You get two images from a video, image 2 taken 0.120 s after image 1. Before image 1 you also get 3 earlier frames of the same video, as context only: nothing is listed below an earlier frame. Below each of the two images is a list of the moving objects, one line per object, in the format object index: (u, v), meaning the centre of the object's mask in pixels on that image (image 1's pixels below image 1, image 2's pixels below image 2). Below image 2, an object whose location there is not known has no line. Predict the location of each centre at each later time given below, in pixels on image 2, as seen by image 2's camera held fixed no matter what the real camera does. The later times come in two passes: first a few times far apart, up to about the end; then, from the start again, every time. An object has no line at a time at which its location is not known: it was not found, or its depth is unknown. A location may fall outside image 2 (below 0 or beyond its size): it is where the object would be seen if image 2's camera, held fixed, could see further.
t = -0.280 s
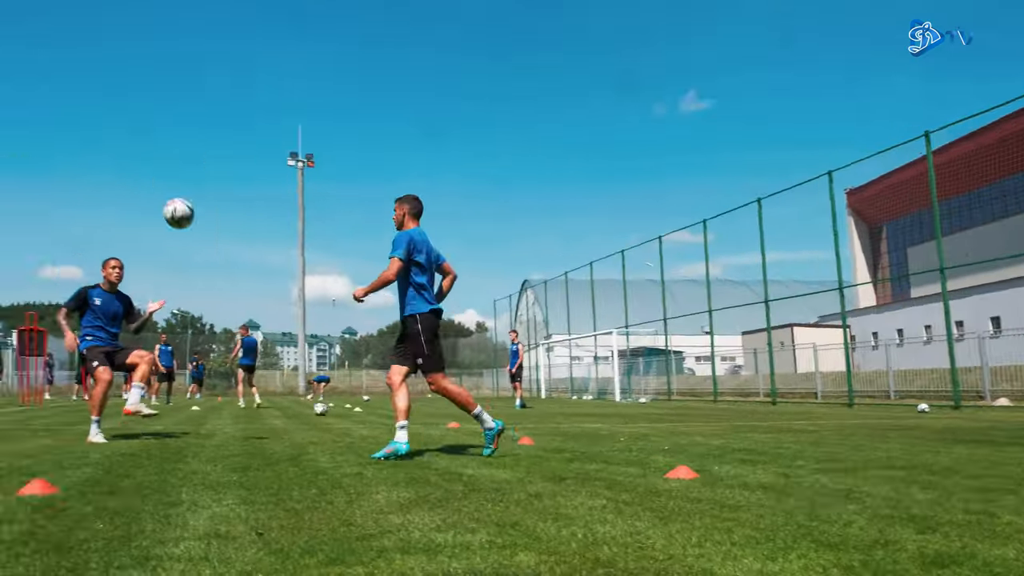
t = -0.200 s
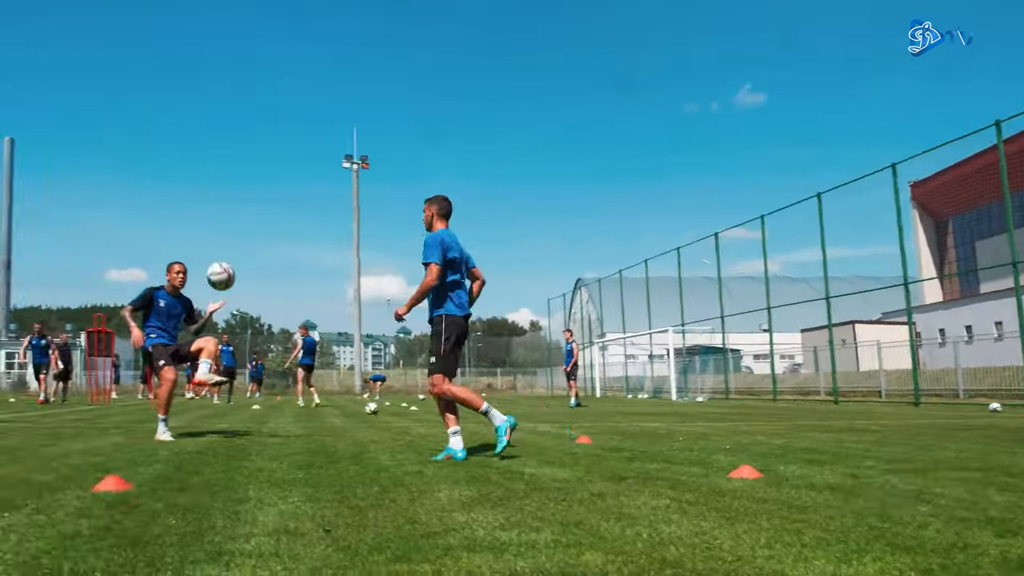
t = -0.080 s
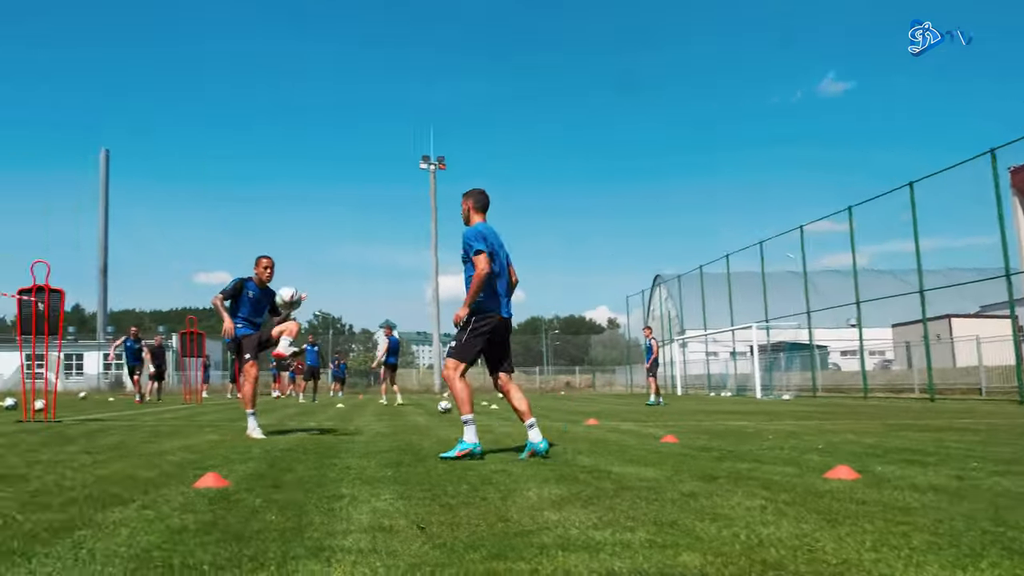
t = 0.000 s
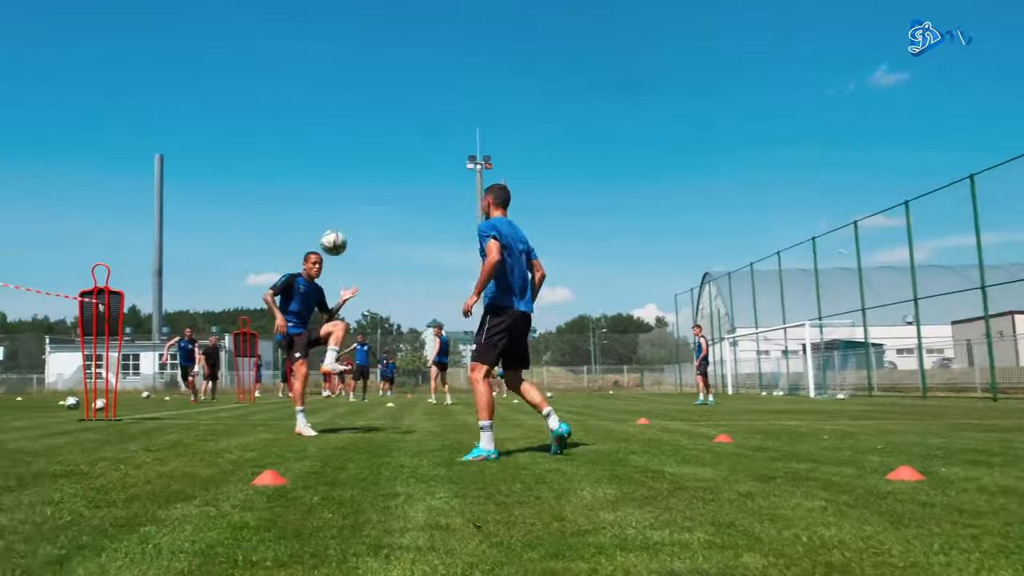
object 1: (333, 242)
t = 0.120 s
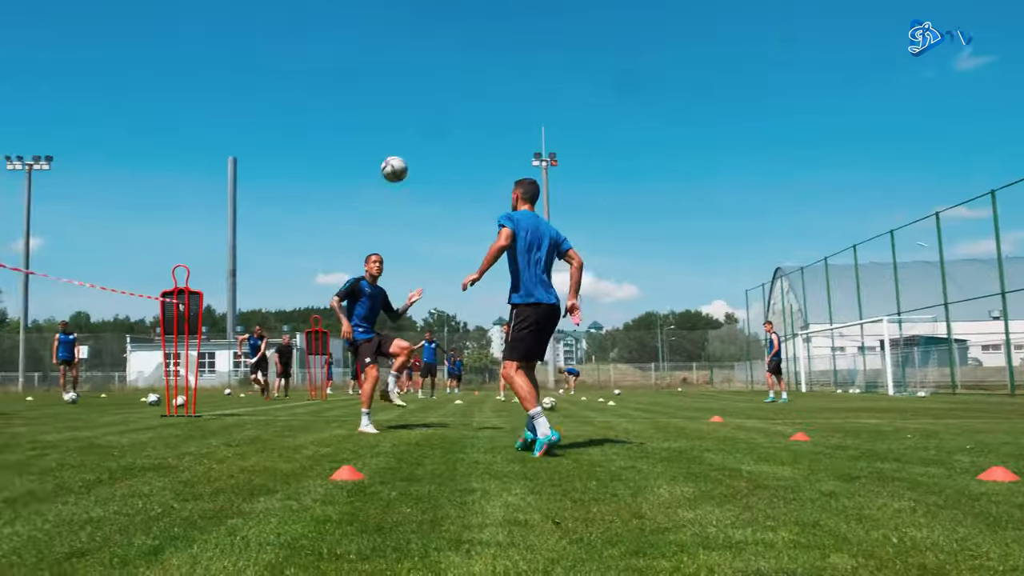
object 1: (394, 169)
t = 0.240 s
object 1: (394, 110)
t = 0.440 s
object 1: (390, 47)
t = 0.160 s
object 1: (394, 148)
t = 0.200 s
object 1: (394, 128)
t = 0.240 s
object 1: (394, 110)
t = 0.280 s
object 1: (394, 94)
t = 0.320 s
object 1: (393, 80)
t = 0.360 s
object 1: (393, 67)
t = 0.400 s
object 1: (391, 56)
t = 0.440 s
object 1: (390, 47)
